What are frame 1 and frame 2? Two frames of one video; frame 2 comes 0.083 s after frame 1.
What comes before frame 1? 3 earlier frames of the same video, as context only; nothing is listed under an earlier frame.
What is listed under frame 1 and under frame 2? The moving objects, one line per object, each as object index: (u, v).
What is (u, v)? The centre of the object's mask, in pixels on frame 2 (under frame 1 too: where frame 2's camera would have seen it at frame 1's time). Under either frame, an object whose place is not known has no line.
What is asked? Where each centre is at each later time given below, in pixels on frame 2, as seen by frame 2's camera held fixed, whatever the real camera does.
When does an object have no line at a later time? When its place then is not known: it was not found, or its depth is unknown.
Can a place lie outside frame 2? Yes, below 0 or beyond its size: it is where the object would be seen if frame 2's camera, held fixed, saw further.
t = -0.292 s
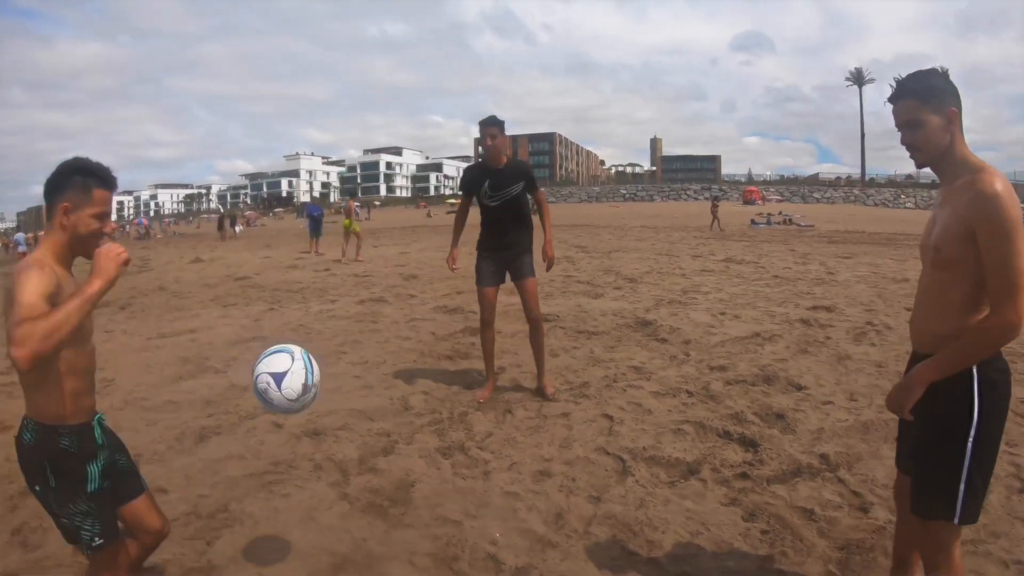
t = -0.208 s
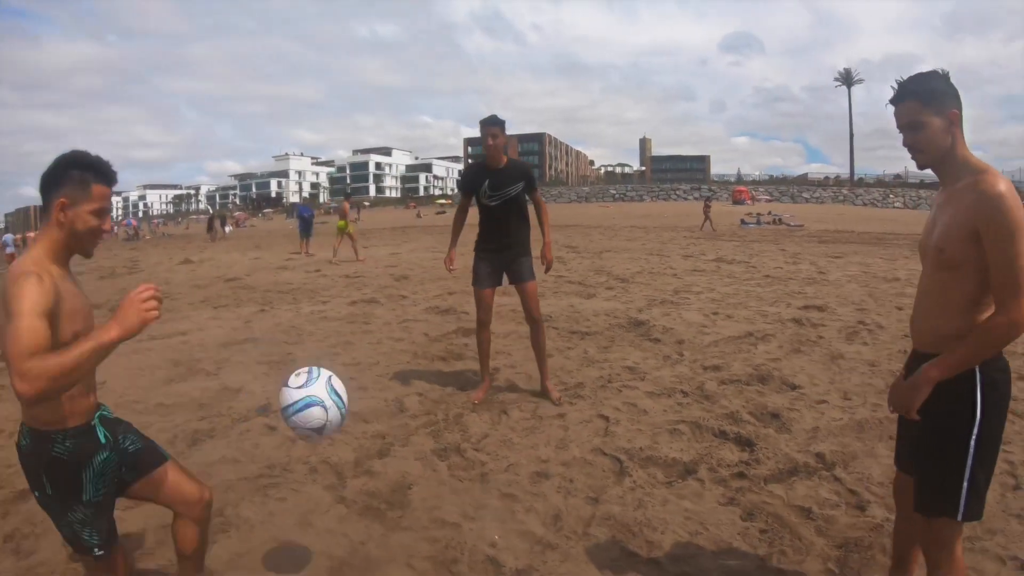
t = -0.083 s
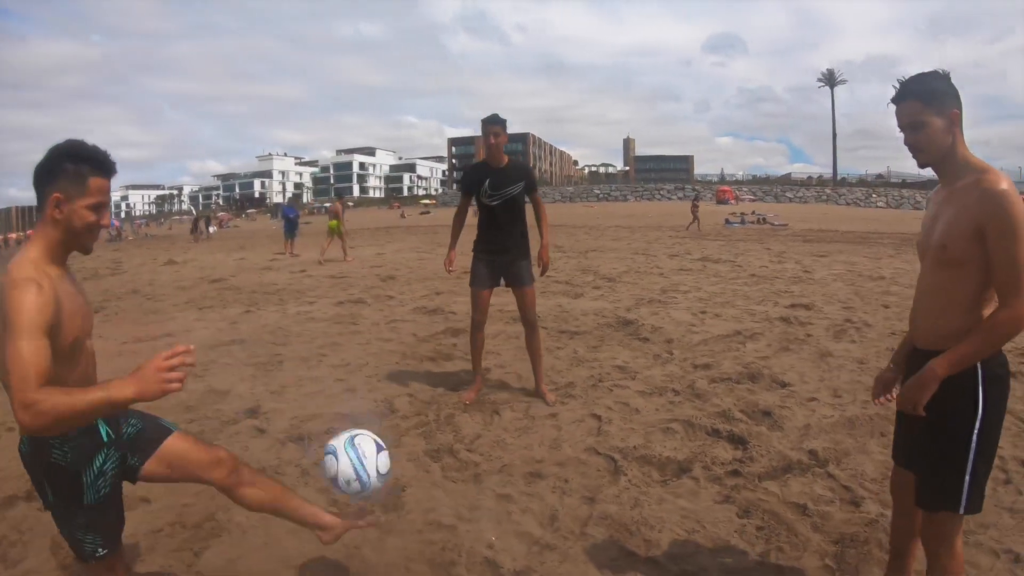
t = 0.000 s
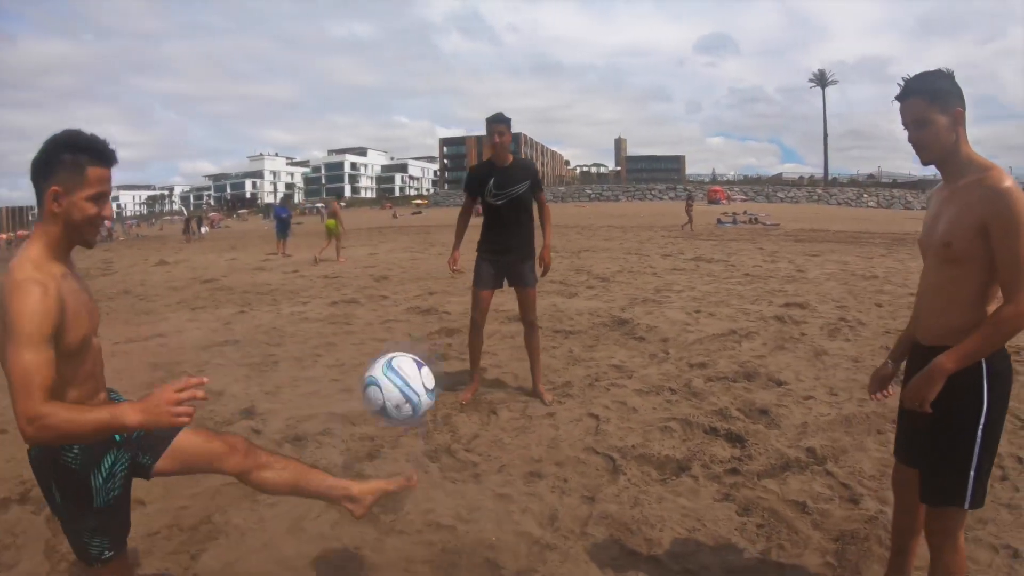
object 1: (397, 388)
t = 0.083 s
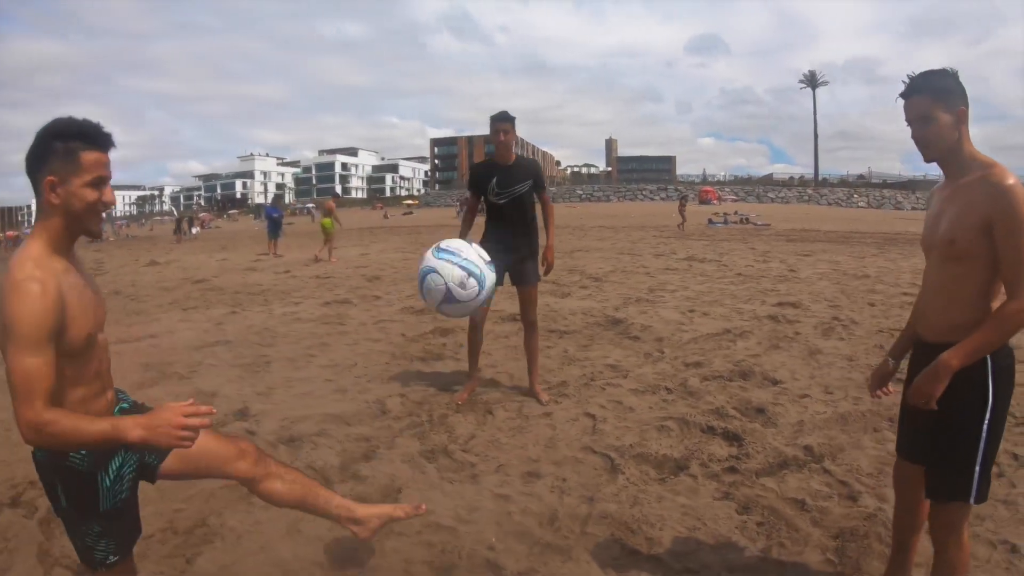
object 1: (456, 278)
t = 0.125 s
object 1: (497, 218)
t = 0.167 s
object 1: (525, 183)
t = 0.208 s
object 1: (572, 137)
